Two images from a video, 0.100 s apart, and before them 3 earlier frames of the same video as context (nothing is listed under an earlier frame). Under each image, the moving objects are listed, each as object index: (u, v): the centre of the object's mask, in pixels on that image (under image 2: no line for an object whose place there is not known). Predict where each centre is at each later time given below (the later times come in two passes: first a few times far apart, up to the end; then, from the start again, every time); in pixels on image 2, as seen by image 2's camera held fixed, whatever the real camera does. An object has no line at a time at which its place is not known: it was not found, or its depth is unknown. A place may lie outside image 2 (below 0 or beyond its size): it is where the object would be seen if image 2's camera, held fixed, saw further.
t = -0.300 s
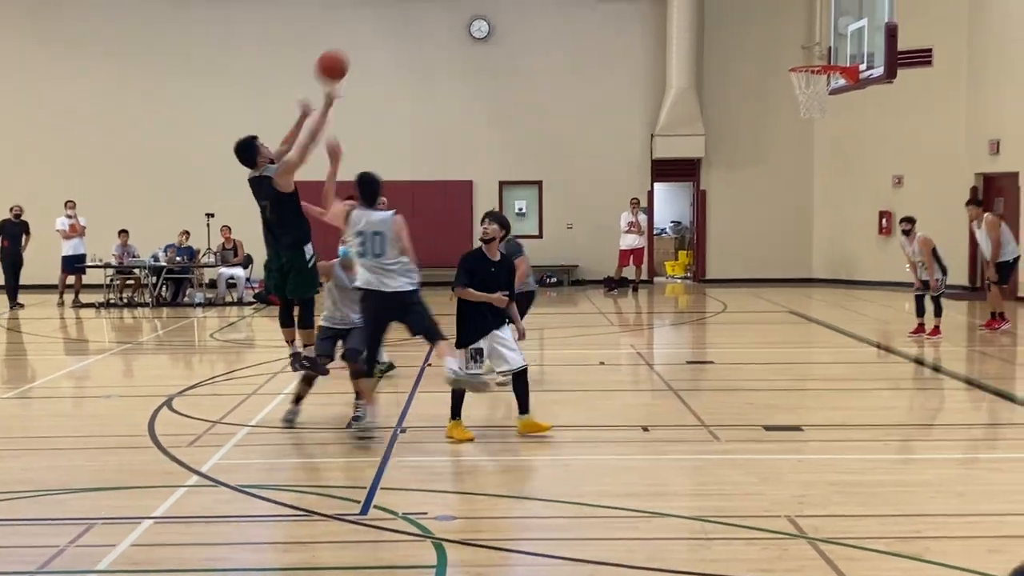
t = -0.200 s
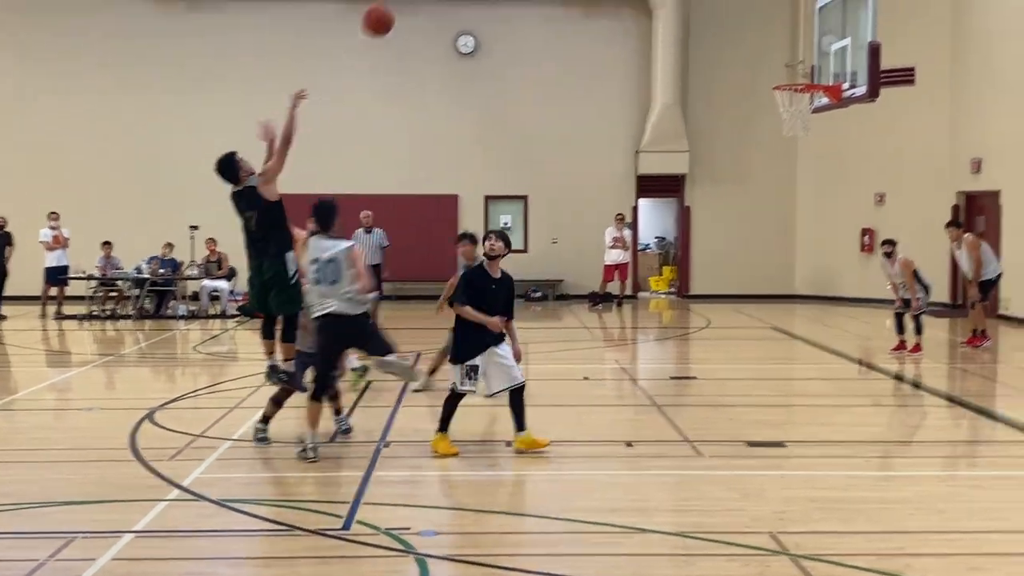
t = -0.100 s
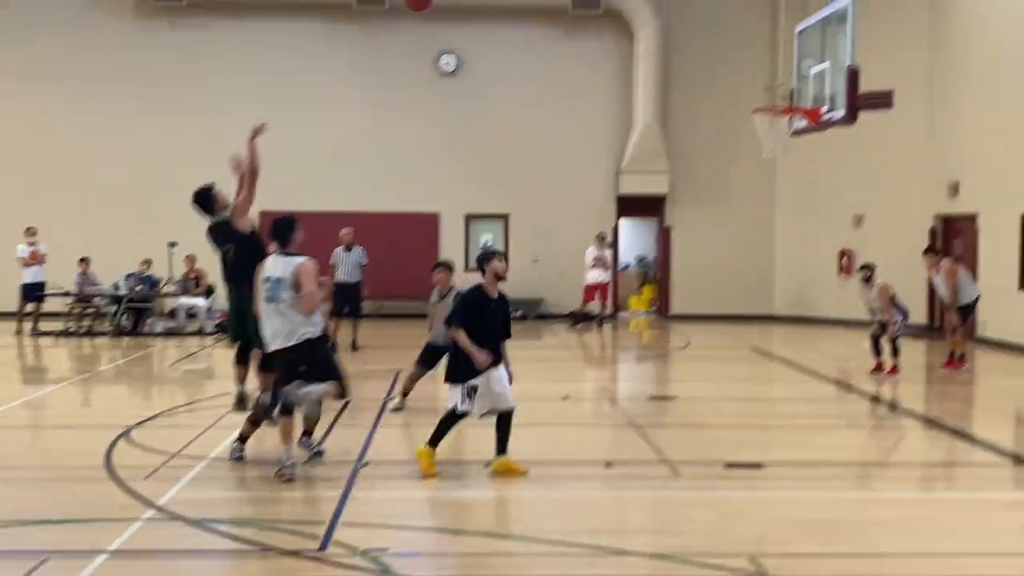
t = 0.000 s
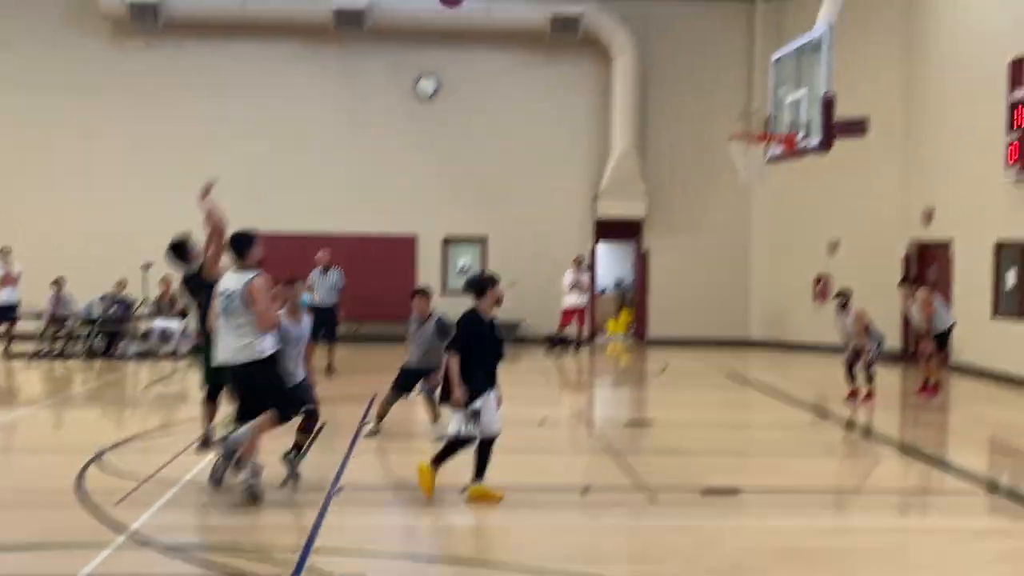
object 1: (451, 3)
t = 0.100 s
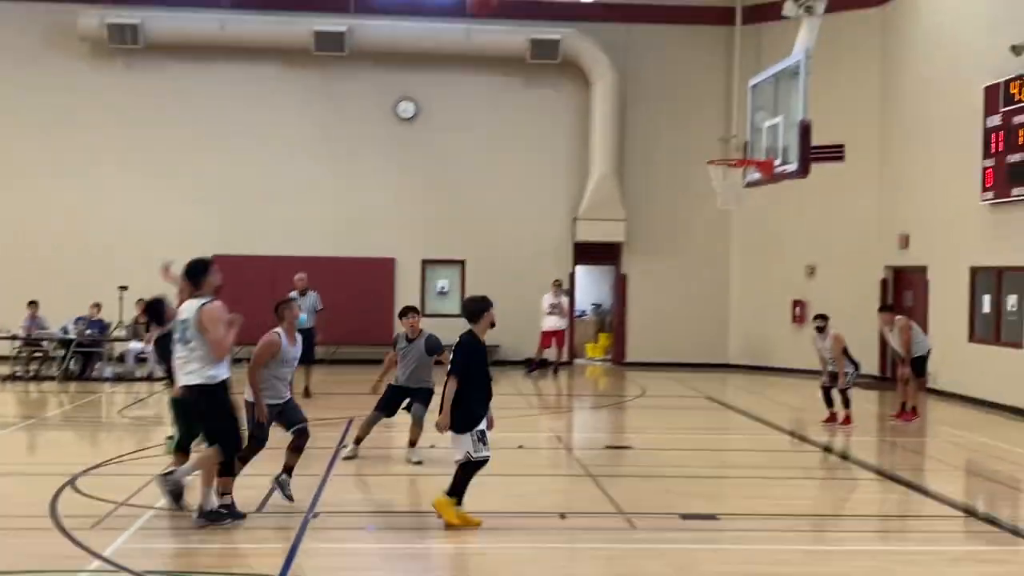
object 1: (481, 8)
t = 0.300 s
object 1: (574, 8)
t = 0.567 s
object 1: (682, 80)
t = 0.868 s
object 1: (724, 132)
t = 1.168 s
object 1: (751, 86)
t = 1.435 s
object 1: (753, 128)
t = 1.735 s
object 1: (729, 191)
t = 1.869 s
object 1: (741, 216)
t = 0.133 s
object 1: (498, 4)
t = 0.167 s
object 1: (515, 1)
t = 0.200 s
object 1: (529, 1)
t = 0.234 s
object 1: (545, 2)
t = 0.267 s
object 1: (560, 6)
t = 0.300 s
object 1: (574, 8)
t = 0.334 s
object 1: (588, 14)
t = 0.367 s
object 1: (602, 20)
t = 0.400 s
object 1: (616, 27)
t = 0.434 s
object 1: (631, 38)
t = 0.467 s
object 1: (644, 47)
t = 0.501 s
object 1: (657, 57)
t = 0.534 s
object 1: (670, 68)
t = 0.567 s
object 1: (682, 80)
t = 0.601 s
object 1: (695, 93)
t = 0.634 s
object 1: (707, 107)
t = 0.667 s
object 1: (719, 123)
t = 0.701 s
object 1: (731, 138)
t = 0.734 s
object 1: (743, 151)
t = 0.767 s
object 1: (733, 152)
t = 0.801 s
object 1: (718, 152)
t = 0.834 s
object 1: (721, 143)
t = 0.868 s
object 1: (724, 132)
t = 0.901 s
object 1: (727, 123)
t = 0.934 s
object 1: (731, 114)
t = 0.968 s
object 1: (734, 107)
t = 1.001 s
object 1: (737, 101)
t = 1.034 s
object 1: (740, 95)
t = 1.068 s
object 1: (743, 91)
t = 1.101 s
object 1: (746, 88)
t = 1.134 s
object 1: (749, 87)
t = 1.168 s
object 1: (751, 86)
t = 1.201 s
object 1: (755, 86)
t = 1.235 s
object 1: (757, 88)
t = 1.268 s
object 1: (760, 91)
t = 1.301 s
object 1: (762, 94)
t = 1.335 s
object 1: (761, 101)
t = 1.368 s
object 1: (758, 109)
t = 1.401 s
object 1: (756, 118)
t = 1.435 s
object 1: (753, 128)
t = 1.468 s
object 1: (750, 138)
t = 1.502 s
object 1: (748, 149)
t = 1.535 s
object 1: (740, 153)
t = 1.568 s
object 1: (730, 162)
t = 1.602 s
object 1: (719, 168)
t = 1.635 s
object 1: (718, 172)
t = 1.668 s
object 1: (722, 177)
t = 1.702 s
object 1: (727, 184)
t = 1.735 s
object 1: (729, 191)
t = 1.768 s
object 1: (732, 195)
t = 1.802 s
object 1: (736, 200)
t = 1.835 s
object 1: (738, 208)
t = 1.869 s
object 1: (741, 216)
